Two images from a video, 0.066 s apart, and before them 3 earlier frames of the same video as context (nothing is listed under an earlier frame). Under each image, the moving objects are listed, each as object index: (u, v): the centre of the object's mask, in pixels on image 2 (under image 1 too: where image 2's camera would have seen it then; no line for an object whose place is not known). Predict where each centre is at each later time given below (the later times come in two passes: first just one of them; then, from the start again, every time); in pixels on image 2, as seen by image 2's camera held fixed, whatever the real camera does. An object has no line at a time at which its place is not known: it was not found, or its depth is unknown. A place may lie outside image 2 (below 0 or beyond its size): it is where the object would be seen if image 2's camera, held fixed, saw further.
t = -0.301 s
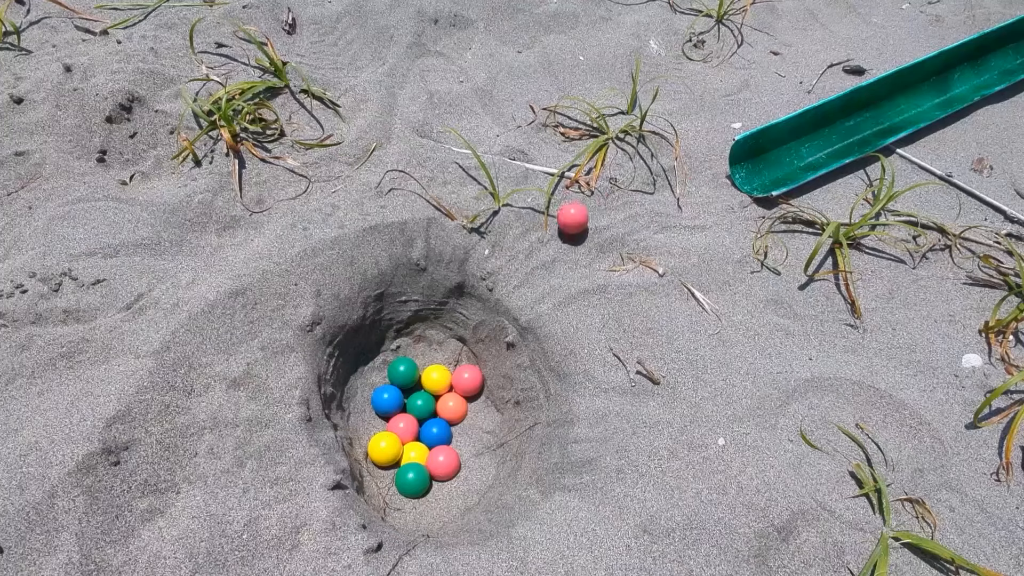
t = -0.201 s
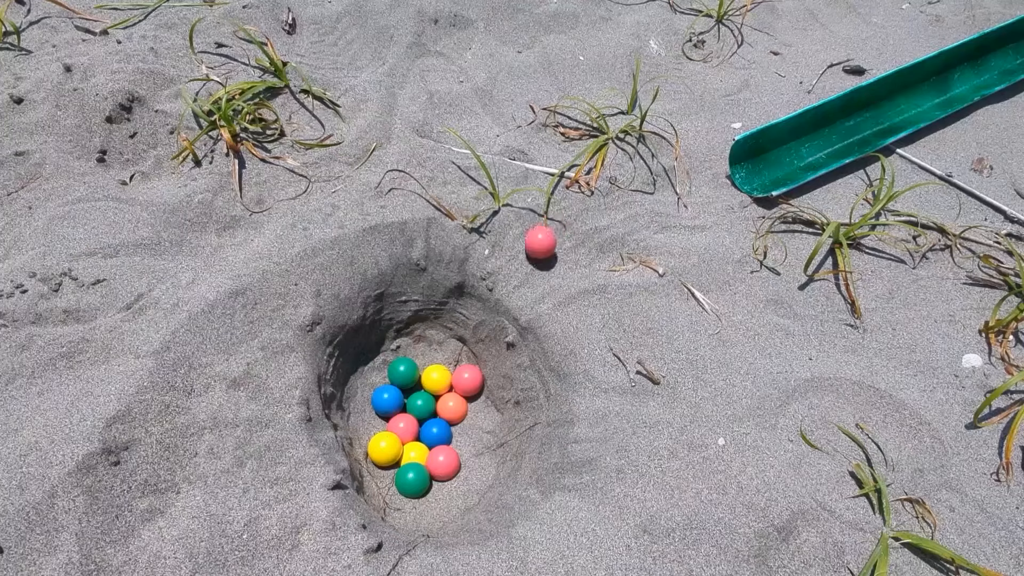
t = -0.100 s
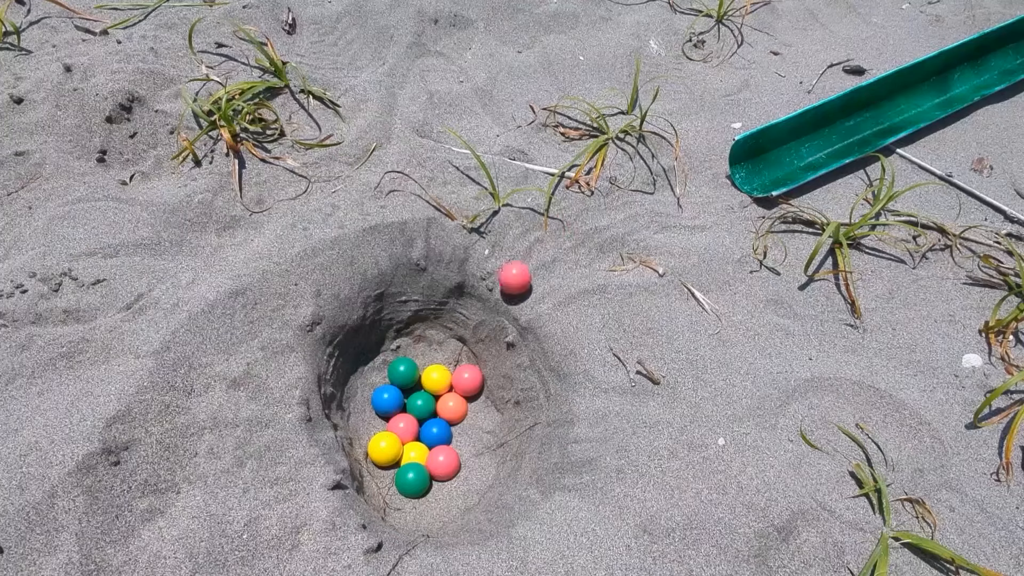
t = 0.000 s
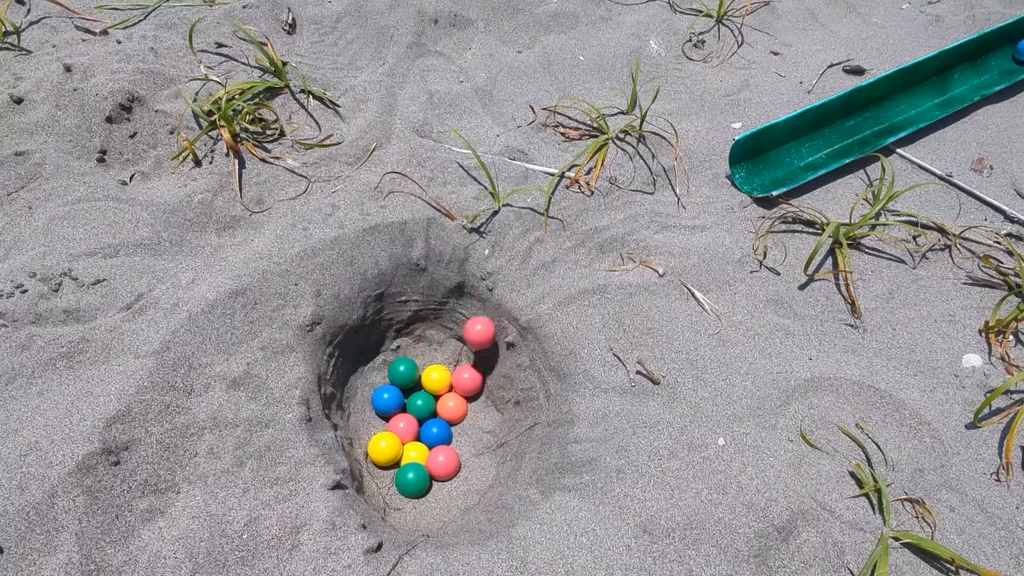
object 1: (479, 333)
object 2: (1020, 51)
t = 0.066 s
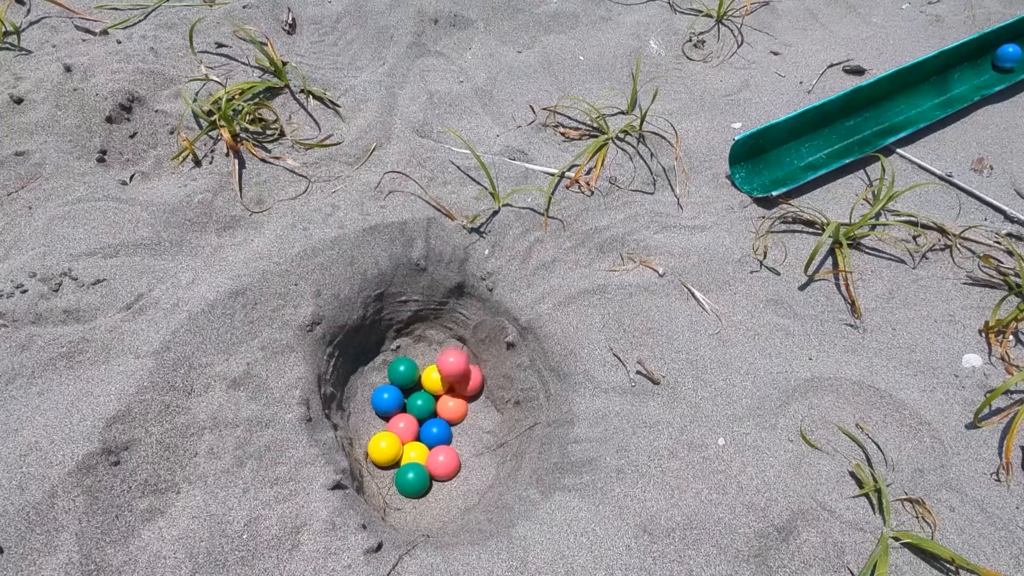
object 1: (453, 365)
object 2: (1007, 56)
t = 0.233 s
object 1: (405, 421)
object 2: (962, 85)
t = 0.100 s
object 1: (439, 375)
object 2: (998, 61)
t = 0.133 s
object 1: (426, 388)
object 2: (989, 67)
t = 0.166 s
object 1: (414, 403)
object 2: (980, 74)
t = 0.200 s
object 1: (409, 411)
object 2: (970, 80)
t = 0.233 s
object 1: (405, 421)
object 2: (962, 85)
